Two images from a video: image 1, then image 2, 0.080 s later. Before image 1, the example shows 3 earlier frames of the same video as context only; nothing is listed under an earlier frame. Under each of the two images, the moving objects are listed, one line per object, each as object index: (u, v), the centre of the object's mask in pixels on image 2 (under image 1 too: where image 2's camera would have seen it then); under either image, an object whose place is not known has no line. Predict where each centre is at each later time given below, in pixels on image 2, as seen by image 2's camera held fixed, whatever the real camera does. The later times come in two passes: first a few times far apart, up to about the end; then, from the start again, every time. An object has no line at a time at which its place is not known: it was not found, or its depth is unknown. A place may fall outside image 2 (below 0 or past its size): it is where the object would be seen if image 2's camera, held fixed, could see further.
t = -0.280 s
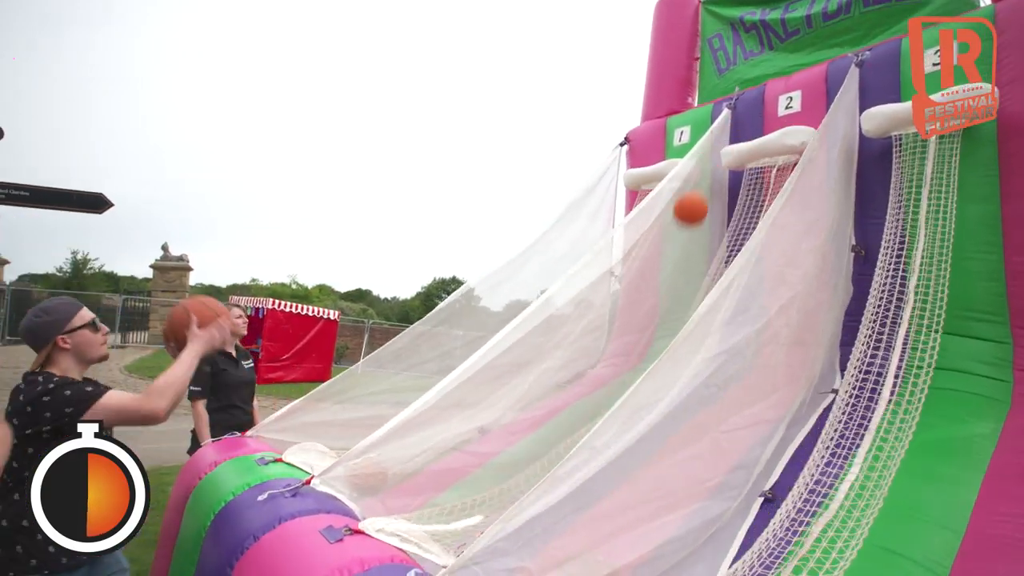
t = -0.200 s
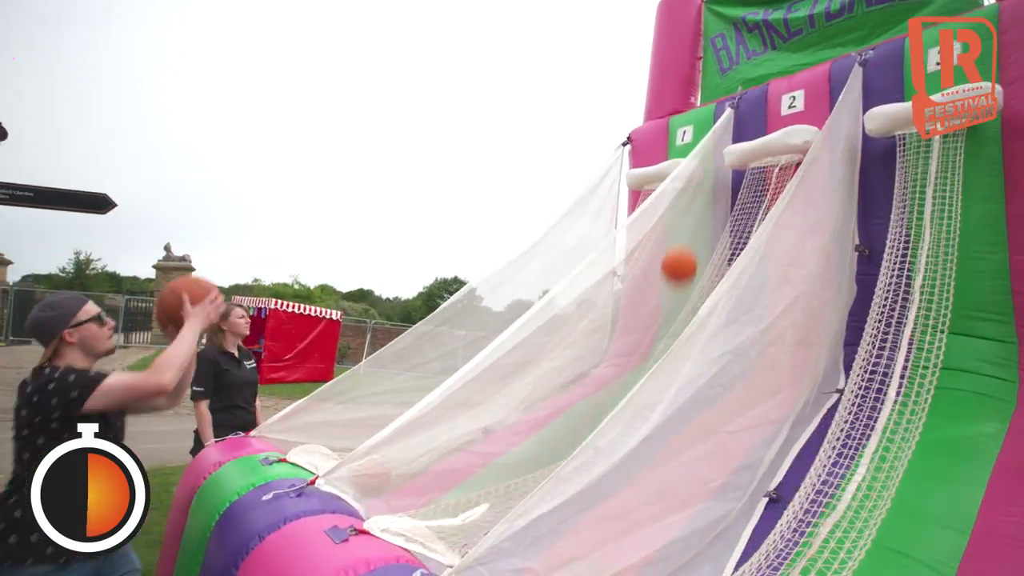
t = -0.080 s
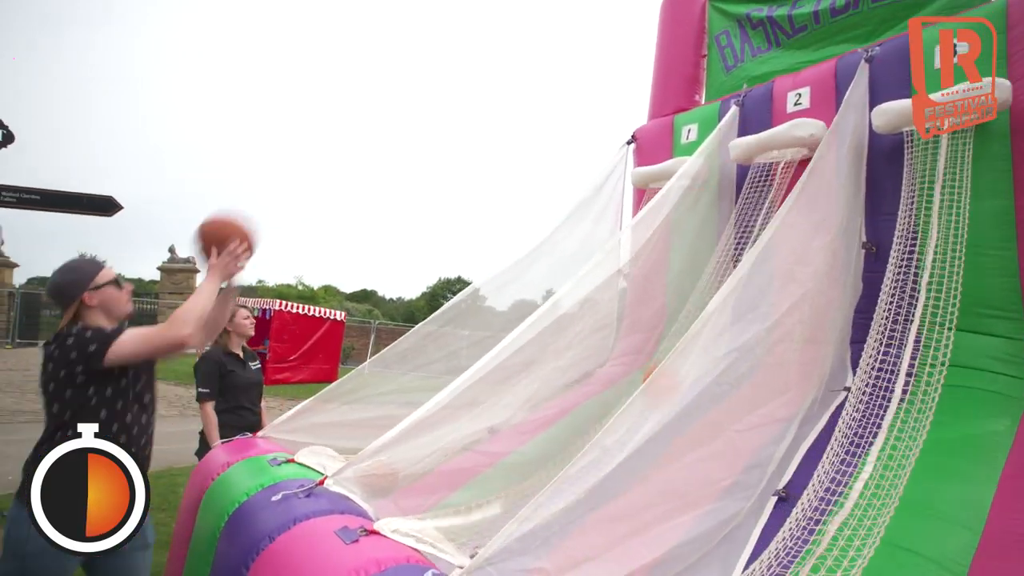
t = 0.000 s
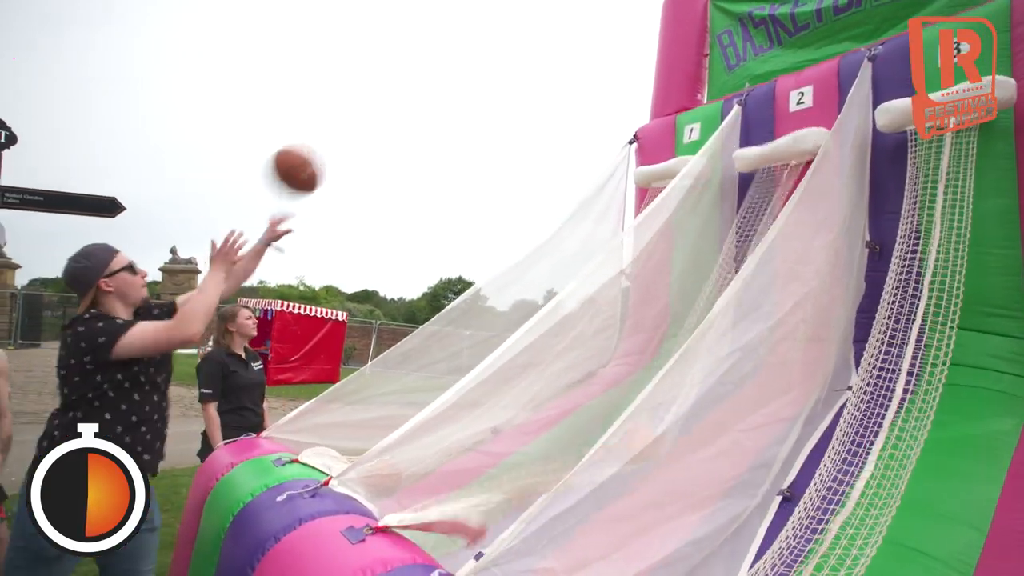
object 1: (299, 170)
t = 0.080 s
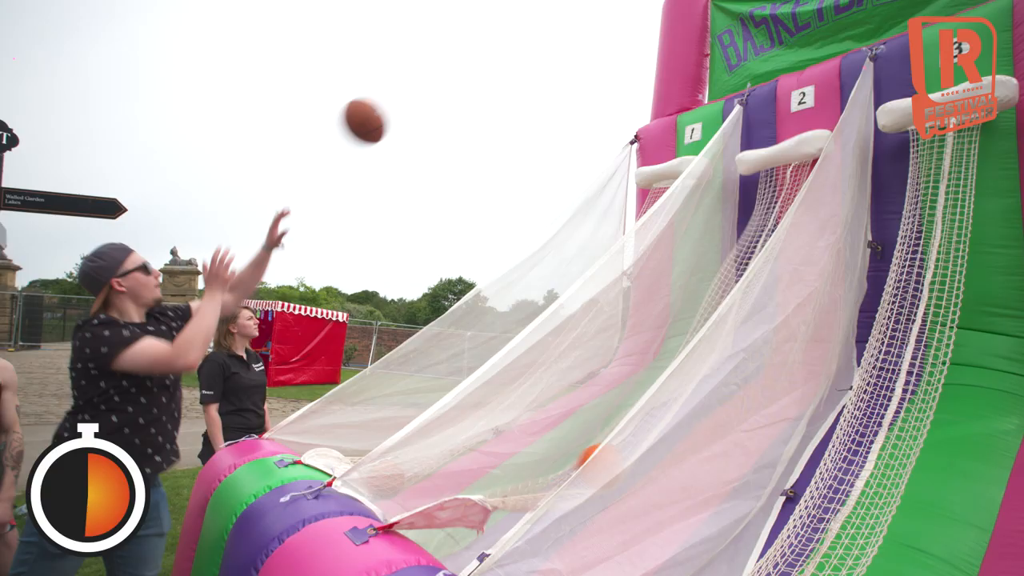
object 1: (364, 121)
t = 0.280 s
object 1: (493, 70)
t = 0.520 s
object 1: (602, 99)
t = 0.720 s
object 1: (667, 161)
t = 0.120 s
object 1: (394, 103)
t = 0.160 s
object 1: (421, 90)
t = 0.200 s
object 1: (447, 80)
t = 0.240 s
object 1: (471, 74)
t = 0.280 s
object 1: (493, 70)
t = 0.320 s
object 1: (514, 69)
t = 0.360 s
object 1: (533, 71)
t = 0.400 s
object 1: (552, 75)
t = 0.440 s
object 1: (570, 81)
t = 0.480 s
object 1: (587, 89)
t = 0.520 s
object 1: (602, 99)
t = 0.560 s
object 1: (618, 110)
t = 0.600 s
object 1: (632, 124)
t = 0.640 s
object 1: (646, 139)
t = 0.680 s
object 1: (658, 152)
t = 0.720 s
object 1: (667, 161)
